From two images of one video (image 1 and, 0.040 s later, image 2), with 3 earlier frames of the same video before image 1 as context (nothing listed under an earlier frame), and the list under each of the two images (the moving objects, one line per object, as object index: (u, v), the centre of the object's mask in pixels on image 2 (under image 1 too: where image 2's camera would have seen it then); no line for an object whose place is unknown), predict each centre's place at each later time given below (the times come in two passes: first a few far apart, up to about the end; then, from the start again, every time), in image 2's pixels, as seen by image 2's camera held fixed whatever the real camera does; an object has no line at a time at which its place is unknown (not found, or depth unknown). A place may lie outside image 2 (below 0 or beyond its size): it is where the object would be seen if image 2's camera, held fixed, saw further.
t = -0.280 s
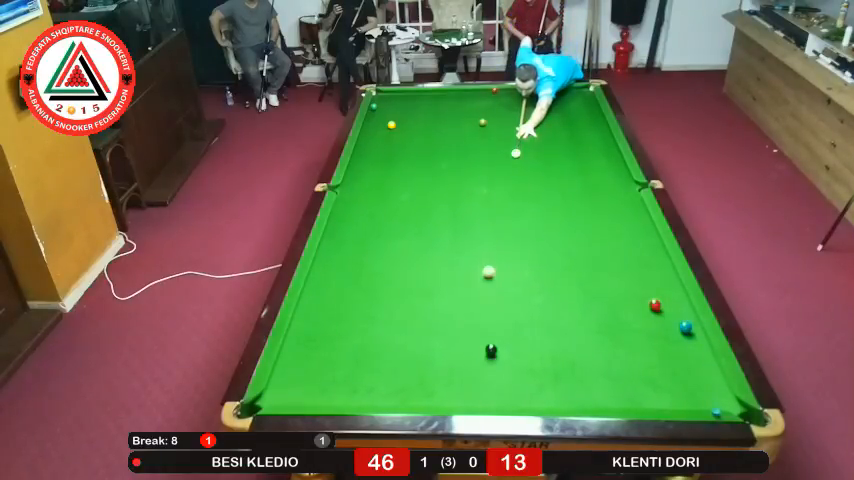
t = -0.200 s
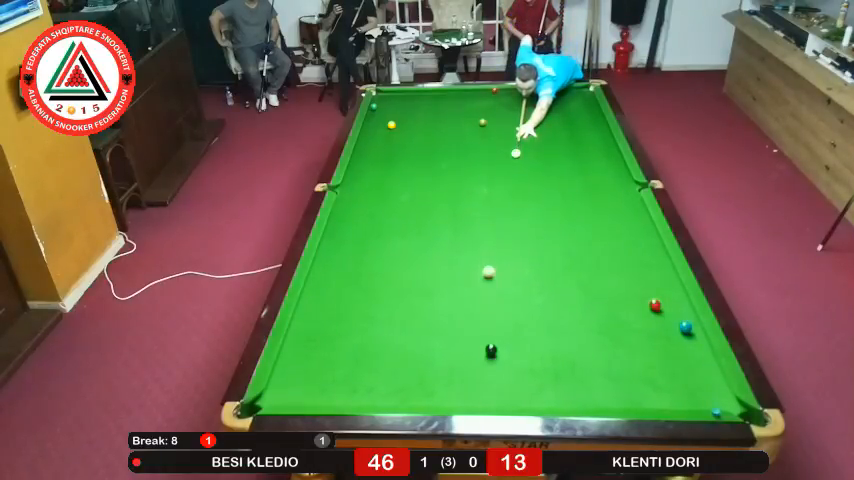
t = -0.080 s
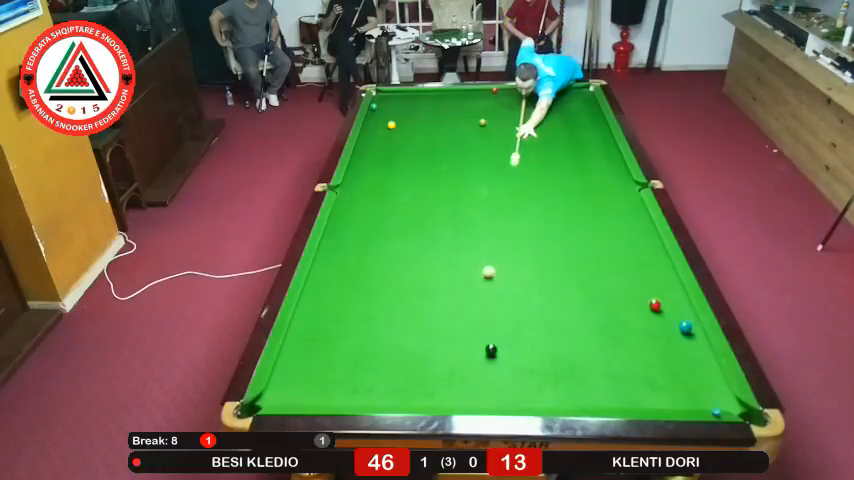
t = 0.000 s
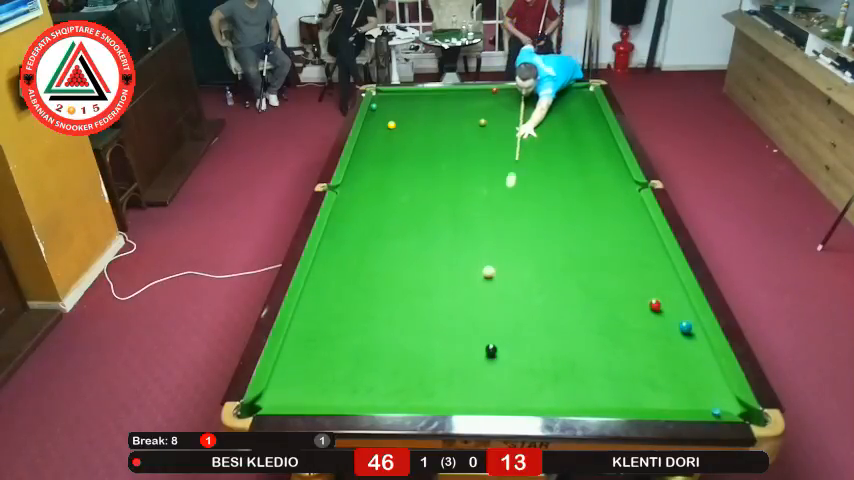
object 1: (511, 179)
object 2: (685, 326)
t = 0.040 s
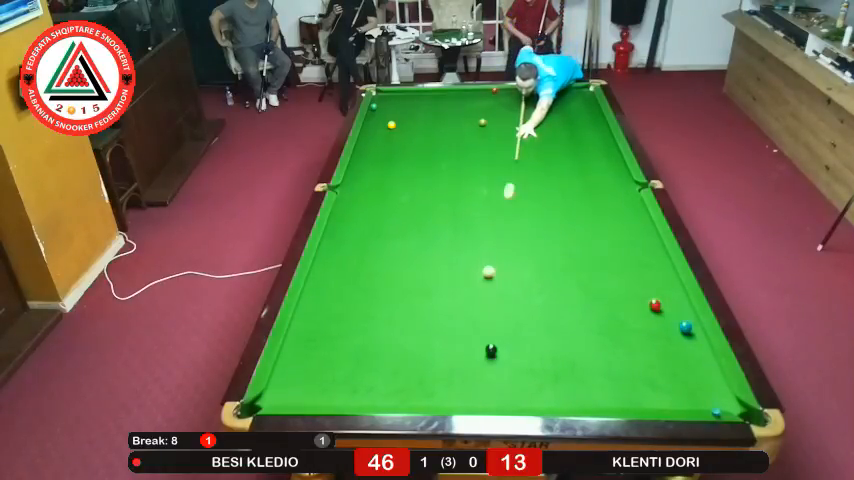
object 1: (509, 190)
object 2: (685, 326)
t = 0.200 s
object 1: (500, 237)
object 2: (685, 327)
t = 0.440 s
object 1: (537, 295)
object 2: (685, 327)
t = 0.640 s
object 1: (589, 347)
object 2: (685, 327)
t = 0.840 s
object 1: (648, 395)
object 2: (685, 327)
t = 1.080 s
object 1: (679, 334)
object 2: (686, 325)
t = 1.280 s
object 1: (674, 323)
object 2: (666, 308)
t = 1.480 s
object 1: (672, 309)
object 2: (661, 303)
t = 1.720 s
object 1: (670, 295)
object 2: (653, 298)
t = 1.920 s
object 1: (669, 285)
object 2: (647, 295)
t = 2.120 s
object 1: (668, 275)
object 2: (642, 292)
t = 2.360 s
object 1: (667, 265)
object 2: (637, 289)
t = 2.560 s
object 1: (663, 257)
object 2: (633, 287)
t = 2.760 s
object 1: (659, 251)
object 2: (631, 285)
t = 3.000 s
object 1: (654, 244)
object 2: (629, 284)
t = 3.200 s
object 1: (650, 238)
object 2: (628, 283)
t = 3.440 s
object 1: (647, 233)
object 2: (628, 283)
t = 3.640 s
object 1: (645, 229)
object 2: (628, 283)
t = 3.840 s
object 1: (643, 225)
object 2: (628, 283)
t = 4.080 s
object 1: (642, 222)
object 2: (628, 283)
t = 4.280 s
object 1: (640, 219)
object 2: (628, 283)
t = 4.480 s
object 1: (639, 217)
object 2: (628, 283)
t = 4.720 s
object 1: (638, 215)
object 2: (628, 283)
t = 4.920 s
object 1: (637, 214)
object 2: (628, 283)
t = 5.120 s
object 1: (637, 213)
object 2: (628, 283)
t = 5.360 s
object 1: (637, 213)
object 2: (628, 283)
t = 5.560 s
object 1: (637, 213)
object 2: (628, 283)
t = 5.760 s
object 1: (637, 213)
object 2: (628, 283)
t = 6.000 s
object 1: (637, 213)
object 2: (628, 283)
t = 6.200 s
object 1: (637, 213)
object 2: (628, 283)
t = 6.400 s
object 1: (637, 213)
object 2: (628, 283)
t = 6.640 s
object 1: (637, 213)
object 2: (629, 281)
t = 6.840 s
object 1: (637, 213)
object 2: (629, 281)
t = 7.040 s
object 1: (637, 213)
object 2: (628, 283)
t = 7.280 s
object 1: (637, 213)
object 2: (628, 283)
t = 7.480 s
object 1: (637, 213)
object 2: (628, 283)
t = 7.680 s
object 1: (637, 213)
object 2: (628, 283)
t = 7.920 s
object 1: (637, 213)
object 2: (628, 283)
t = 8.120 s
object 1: (637, 213)
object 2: (628, 283)
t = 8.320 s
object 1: (637, 213)
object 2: (628, 283)
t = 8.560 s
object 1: (637, 213)
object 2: (628, 283)
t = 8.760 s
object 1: (637, 213)
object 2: (628, 283)
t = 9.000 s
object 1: (637, 213)
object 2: (628, 283)
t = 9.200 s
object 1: (637, 213)
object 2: (628, 283)
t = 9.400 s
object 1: (637, 213)
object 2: (628, 283)
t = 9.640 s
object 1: (637, 213)
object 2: (628, 283)
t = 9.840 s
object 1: (637, 213)
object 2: (628, 283)
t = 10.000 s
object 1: (637, 213)
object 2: (628, 283)
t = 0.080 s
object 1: (507, 201)
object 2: (685, 326)
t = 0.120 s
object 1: (505, 213)
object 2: (685, 326)
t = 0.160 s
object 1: (503, 225)
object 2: (685, 327)
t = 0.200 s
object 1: (500, 237)
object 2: (685, 327)
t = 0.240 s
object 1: (498, 250)
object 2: (685, 327)
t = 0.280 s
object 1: (497, 264)
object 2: (685, 327)
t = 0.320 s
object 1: (505, 272)
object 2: (685, 327)
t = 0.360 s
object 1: (516, 279)
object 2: (685, 327)
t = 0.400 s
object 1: (526, 287)
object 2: (685, 327)
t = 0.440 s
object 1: (537, 295)
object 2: (685, 327)
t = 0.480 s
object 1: (547, 304)
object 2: (685, 327)
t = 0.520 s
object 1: (557, 314)
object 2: (685, 327)
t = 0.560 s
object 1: (567, 324)
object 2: (685, 327)
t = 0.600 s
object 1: (578, 335)
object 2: (685, 327)
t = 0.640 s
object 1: (589, 347)
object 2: (685, 327)
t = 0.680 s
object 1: (601, 359)
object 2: (685, 327)
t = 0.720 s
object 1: (613, 372)
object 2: (685, 327)
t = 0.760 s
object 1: (626, 385)
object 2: (685, 327)
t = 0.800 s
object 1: (639, 398)
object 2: (685, 327)
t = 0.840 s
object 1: (648, 395)
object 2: (685, 327)
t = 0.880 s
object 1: (654, 382)
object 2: (685, 327)
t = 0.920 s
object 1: (659, 371)
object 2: (685, 327)
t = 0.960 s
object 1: (664, 361)
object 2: (685, 327)
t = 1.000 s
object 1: (669, 351)
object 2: (685, 327)
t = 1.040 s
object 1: (674, 342)
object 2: (685, 327)
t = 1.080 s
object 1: (679, 334)
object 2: (686, 325)
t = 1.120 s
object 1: (678, 332)
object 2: (690, 321)
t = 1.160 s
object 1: (676, 330)
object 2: (688, 316)
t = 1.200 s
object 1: (675, 328)
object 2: (680, 313)
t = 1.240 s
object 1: (674, 325)
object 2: (672, 310)
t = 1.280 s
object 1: (674, 323)
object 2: (666, 308)
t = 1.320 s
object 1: (674, 319)
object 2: (666, 307)
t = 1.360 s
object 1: (673, 317)
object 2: (665, 306)
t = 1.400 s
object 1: (673, 314)
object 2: (663, 305)
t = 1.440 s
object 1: (672, 312)
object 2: (662, 304)
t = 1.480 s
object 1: (672, 309)
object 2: (661, 303)
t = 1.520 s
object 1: (672, 307)
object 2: (659, 302)
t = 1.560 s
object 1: (671, 304)
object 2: (658, 301)
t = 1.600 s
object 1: (671, 302)
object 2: (656, 301)
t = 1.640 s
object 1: (670, 300)
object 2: (655, 300)
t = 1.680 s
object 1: (671, 297)
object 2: (654, 299)
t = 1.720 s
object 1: (670, 295)
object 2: (653, 298)
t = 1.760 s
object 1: (670, 293)
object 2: (651, 297)
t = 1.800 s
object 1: (670, 291)
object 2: (650, 297)
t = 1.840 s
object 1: (669, 289)
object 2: (649, 296)
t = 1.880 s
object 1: (669, 287)
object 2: (648, 296)
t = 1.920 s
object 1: (669, 285)
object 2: (647, 295)
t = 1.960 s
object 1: (669, 283)
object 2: (646, 294)
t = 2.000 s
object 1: (668, 281)
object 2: (645, 294)
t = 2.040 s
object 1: (668, 279)
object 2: (644, 293)
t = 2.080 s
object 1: (668, 277)
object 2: (642, 292)
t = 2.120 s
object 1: (668, 275)
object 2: (642, 292)
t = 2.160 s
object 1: (668, 274)
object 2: (641, 292)
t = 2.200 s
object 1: (667, 272)
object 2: (640, 291)
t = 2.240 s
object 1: (667, 270)
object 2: (639, 290)
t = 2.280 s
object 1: (667, 268)
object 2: (638, 290)
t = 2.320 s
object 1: (667, 266)
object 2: (637, 290)
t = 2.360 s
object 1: (667, 265)
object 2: (637, 289)
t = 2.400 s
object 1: (666, 263)
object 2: (636, 289)
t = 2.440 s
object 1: (666, 262)
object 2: (635, 289)
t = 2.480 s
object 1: (666, 260)
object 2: (635, 288)
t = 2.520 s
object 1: (665, 259)
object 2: (634, 287)
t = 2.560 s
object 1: (663, 257)
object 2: (633, 287)
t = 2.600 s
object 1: (663, 256)
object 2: (633, 286)
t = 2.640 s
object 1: (662, 255)
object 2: (632, 286)
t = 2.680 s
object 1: (661, 253)
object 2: (632, 286)
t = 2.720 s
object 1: (659, 252)
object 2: (631, 286)
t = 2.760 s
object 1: (659, 251)
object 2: (631, 285)
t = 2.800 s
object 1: (658, 249)
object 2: (630, 285)
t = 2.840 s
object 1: (657, 248)
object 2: (630, 285)
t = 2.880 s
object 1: (656, 247)
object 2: (629, 284)
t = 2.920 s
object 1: (655, 246)
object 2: (629, 284)
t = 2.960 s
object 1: (654, 245)
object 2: (629, 284)
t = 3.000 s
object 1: (654, 244)
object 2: (629, 284)
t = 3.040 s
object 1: (653, 243)
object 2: (629, 284)
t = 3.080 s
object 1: (652, 242)
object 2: (629, 284)
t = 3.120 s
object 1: (651, 241)
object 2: (628, 283)
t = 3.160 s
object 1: (651, 240)
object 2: (628, 283)
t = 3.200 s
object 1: (650, 238)
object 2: (628, 283)
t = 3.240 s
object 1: (649, 237)
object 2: (628, 283)
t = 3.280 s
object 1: (649, 237)
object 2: (628, 283)
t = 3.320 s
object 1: (648, 236)
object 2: (628, 283)
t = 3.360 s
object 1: (648, 235)
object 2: (628, 283)
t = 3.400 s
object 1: (648, 234)
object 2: (628, 283)
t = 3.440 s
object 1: (647, 233)
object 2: (628, 283)
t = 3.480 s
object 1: (646, 232)
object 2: (628, 283)
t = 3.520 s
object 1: (646, 231)
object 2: (628, 283)
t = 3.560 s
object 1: (646, 230)
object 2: (628, 283)
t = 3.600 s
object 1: (645, 230)
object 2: (628, 283)
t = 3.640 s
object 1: (645, 229)
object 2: (628, 283)
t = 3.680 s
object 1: (645, 228)
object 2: (628, 283)
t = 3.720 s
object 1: (644, 227)
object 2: (628, 283)
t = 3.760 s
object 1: (644, 227)
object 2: (628, 283)
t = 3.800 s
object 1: (644, 226)
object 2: (628, 283)
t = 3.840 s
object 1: (643, 225)
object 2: (628, 283)
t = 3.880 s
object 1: (643, 225)
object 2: (628, 283)
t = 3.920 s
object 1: (643, 224)
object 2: (628, 283)
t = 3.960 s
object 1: (642, 223)
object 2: (628, 283)
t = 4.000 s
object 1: (642, 223)
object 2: (628, 283)
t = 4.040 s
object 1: (642, 222)
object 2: (628, 283)
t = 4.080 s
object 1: (642, 222)
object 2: (628, 283)
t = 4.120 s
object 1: (641, 221)
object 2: (628, 283)
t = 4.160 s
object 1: (641, 221)
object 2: (628, 283)
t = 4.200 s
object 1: (641, 220)
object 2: (628, 283)
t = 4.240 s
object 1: (640, 220)
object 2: (628, 283)
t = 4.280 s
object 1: (640, 219)
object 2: (628, 283)
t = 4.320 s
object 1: (640, 219)
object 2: (628, 283)
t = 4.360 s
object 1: (640, 218)
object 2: (628, 283)
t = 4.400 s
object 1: (639, 218)
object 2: (628, 283)
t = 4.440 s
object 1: (639, 218)
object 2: (628, 283)
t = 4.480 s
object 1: (639, 217)
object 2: (628, 283)
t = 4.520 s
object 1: (639, 217)
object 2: (628, 283)
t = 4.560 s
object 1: (639, 217)
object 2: (628, 283)
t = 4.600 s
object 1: (638, 216)
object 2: (628, 283)
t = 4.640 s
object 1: (638, 216)
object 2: (628, 283)
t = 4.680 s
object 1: (638, 216)
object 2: (628, 283)
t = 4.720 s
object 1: (638, 215)
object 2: (628, 283)
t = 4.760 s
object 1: (638, 215)
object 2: (628, 283)
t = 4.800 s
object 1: (638, 215)
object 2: (628, 283)
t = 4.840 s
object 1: (638, 214)
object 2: (628, 283)
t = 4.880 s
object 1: (637, 215)
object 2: (628, 283)
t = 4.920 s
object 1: (637, 214)
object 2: (628, 283)
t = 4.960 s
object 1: (637, 214)
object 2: (628, 283)
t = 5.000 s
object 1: (637, 214)
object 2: (628, 283)
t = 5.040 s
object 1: (637, 214)
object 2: (628, 283)
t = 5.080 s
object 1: (637, 213)
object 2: (628, 283)
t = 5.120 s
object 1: (637, 213)
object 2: (628, 283)
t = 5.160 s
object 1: (637, 213)
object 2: (628, 283)
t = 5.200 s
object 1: (637, 213)
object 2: (628, 283)
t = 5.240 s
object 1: (637, 213)
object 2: (628, 283)
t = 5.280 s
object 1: (637, 213)
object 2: (628, 283)
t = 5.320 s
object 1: (637, 213)
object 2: (628, 283)
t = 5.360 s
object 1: (637, 213)
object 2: (628, 283)
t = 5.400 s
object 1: (637, 213)
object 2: (628, 283)
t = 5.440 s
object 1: (637, 213)
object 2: (628, 283)
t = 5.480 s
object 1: (637, 213)
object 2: (628, 283)
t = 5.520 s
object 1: (637, 213)
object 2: (628, 283)
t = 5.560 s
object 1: (637, 213)
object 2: (628, 283)
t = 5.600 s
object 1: (637, 213)
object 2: (628, 283)
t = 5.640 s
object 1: (637, 213)
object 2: (628, 283)
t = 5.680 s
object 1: (637, 213)
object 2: (628, 283)
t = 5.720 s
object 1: (637, 213)
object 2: (628, 283)
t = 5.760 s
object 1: (637, 213)
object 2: (628, 283)
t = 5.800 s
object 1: (637, 213)
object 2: (628, 283)
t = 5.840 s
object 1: (637, 213)
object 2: (628, 283)
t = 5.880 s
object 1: (637, 213)
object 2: (628, 283)
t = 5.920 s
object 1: (637, 213)
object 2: (628, 283)
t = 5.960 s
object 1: (637, 213)
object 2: (628, 283)
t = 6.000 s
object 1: (637, 213)
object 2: (628, 283)
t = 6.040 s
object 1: (637, 213)
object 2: (628, 283)
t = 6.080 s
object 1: (637, 213)
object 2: (628, 283)
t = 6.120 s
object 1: (637, 213)
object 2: (628, 283)
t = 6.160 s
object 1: (637, 213)
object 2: (628, 283)
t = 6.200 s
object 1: (637, 213)
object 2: (628, 283)
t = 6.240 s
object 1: (637, 213)
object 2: (628, 283)
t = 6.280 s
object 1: (637, 213)
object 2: (628, 283)
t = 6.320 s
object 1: (637, 213)
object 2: (628, 283)
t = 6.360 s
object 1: (637, 213)
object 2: (628, 283)
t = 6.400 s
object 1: (637, 213)
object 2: (628, 283)
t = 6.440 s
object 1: (637, 213)
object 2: (628, 282)
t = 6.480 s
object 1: (637, 213)
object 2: (629, 282)
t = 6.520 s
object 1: (637, 213)
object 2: (629, 281)
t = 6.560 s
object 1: (637, 213)
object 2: (629, 281)
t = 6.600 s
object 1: (637, 213)
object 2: (629, 281)
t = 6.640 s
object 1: (637, 213)
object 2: (629, 281)
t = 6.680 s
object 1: (637, 213)
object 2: (628, 284)
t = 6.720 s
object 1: (637, 213)
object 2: (627, 285)
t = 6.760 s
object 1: (637, 213)
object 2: (627, 285)
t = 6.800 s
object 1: (637, 213)
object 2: (627, 288)
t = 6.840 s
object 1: (637, 213)
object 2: (629, 281)
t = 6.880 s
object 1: (637, 213)
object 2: (628, 283)
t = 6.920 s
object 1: (637, 213)
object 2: (628, 283)
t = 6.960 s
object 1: (637, 213)
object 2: (628, 283)
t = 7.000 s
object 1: (637, 213)
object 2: (628, 283)
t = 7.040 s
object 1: (637, 213)
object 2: (628, 283)
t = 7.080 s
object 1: (637, 213)
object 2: (628, 283)
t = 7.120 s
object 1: (637, 213)
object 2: (628, 283)
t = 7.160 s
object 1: (637, 213)
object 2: (628, 283)
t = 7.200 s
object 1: (637, 213)
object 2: (628, 283)
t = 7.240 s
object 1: (637, 213)
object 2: (628, 283)
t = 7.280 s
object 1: (637, 213)
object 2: (628, 283)
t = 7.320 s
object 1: (637, 213)
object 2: (628, 283)
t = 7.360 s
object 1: (637, 213)
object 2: (628, 282)
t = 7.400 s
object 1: (637, 213)
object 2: (628, 283)
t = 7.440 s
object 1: (637, 213)
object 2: (628, 283)
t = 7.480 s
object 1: (637, 213)
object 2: (628, 283)
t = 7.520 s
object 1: (637, 213)
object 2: (628, 283)
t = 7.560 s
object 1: (637, 213)
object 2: (628, 283)
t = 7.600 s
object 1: (637, 213)
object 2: (628, 283)
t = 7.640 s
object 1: (637, 213)
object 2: (628, 283)
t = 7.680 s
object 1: (637, 213)
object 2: (628, 283)
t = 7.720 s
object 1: (637, 213)
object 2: (628, 283)
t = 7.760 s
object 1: (637, 213)
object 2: (628, 283)
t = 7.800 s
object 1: (637, 213)
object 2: (628, 283)
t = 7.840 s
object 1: (637, 213)
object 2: (628, 283)
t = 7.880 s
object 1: (637, 213)
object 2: (628, 283)
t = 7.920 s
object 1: (637, 213)
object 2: (628, 283)
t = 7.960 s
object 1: (637, 213)
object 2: (628, 283)
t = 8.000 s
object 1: (637, 213)
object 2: (628, 283)
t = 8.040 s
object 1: (637, 213)
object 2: (628, 283)
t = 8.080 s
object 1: (637, 213)
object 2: (628, 283)
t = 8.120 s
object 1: (637, 213)
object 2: (628, 283)
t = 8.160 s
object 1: (637, 213)
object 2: (628, 283)
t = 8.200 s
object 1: (637, 213)
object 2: (628, 283)
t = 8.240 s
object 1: (637, 213)
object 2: (628, 283)
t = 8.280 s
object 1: (637, 213)
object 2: (628, 283)
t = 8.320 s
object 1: (637, 213)
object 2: (628, 283)
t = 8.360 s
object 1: (637, 213)
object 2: (628, 283)
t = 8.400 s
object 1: (637, 213)
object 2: (628, 283)
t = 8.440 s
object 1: (637, 213)
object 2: (628, 283)
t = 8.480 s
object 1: (637, 213)
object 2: (628, 283)
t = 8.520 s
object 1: (637, 213)
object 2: (628, 283)
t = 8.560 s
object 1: (637, 213)
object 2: (628, 283)
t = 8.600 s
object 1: (637, 213)
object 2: (628, 283)
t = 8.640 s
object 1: (637, 213)
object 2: (628, 283)
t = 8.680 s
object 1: (637, 213)
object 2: (628, 283)
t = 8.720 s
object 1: (637, 213)
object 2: (628, 283)
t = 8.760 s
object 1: (637, 213)
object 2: (628, 283)
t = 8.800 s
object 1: (637, 213)
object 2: (628, 283)
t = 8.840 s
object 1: (637, 213)
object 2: (628, 283)
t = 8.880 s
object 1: (637, 213)
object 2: (628, 283)
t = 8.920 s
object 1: (637, 213)
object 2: (628, 283)
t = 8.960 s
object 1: (637, 213)
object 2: (628, 283)
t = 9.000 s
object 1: (637, 213)
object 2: (628, 283)
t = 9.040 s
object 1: (637, 213)
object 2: (628, 283)
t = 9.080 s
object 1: (637, 213)
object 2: (628, 283)
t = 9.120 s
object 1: (637, 213)
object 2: (628, 283)
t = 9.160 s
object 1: (637, 213)
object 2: (628, 283)
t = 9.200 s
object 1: (637, 213)
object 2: (628, 283)
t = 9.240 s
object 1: (637, 213)
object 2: (628, 283)
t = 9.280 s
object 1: (637, 213)
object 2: (628, 283)
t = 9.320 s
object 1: (637, 213)
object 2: (628, 283)
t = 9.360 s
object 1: (637, 213)
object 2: (628, 283)
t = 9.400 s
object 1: (637, 213)
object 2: (628, 283)
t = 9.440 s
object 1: (637, 213)
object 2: (628, 283)
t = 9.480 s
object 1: (637, 213)
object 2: (628, 283)
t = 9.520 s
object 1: (637, 213)
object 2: (628, 283)
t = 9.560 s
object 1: (637, 213)
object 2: (628, 283)
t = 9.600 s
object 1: (637, 213)
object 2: (628, 283)
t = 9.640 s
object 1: (637, 213)
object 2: (628, 283)
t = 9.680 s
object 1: (637, 213)
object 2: (628, 283)
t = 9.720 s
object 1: (637, 213)
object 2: (628, 283)
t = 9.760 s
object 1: (637, 213)
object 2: (628, 283)
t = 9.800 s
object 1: (637, 213)
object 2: (628, 283)
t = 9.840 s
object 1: (637, 213)
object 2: (628, 283)
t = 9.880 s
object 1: (637, 213)
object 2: (628, 283)
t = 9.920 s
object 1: (637, 213)
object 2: (628, 283)
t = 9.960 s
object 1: (637, 213)
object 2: (628, 283)
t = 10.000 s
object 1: (637, 213)
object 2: (628, 283)
